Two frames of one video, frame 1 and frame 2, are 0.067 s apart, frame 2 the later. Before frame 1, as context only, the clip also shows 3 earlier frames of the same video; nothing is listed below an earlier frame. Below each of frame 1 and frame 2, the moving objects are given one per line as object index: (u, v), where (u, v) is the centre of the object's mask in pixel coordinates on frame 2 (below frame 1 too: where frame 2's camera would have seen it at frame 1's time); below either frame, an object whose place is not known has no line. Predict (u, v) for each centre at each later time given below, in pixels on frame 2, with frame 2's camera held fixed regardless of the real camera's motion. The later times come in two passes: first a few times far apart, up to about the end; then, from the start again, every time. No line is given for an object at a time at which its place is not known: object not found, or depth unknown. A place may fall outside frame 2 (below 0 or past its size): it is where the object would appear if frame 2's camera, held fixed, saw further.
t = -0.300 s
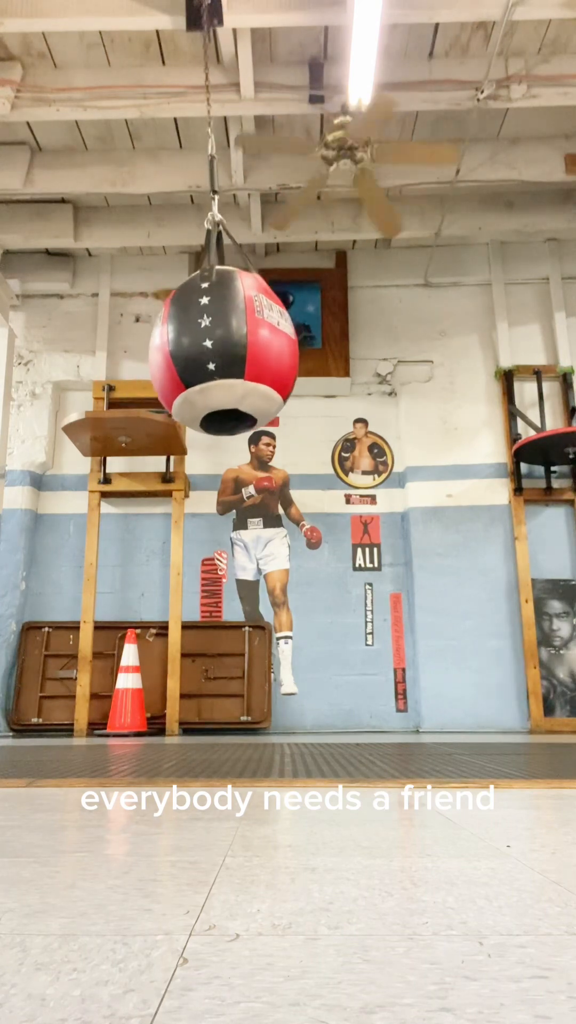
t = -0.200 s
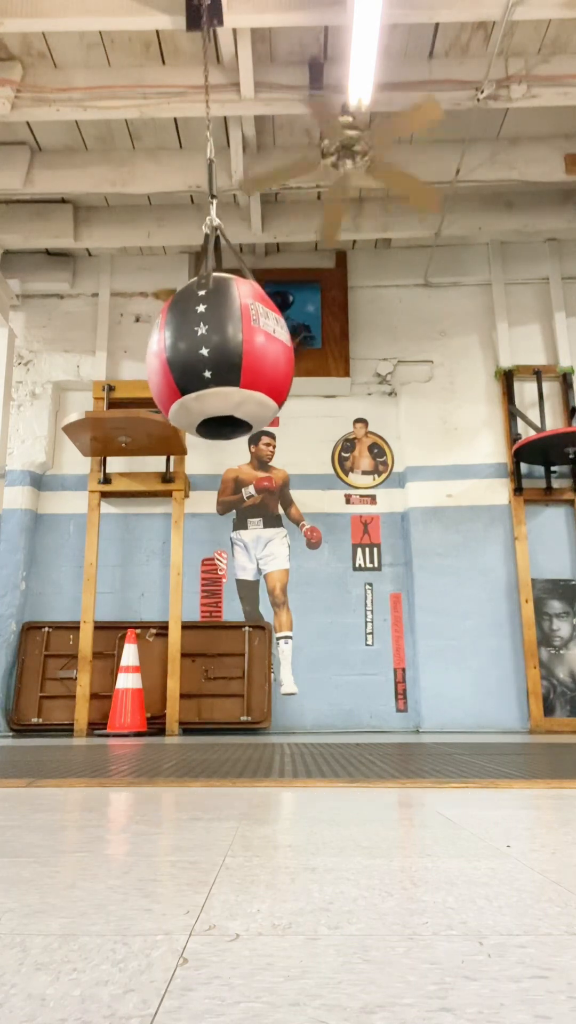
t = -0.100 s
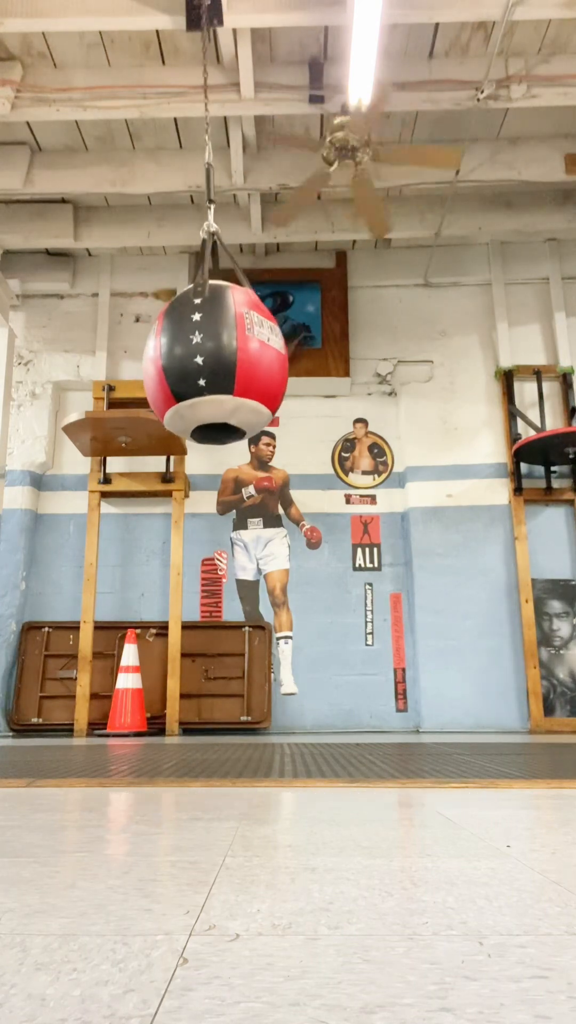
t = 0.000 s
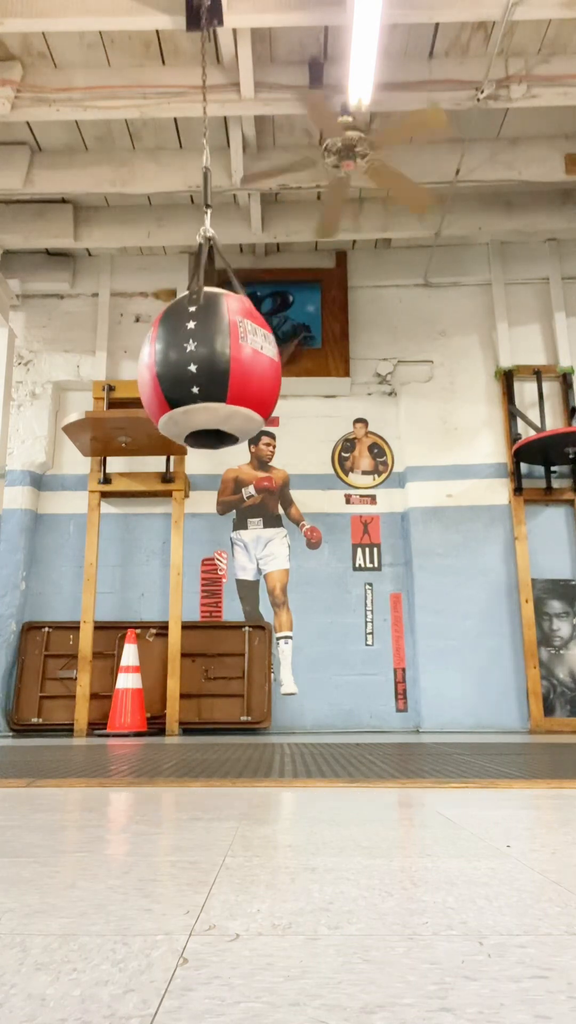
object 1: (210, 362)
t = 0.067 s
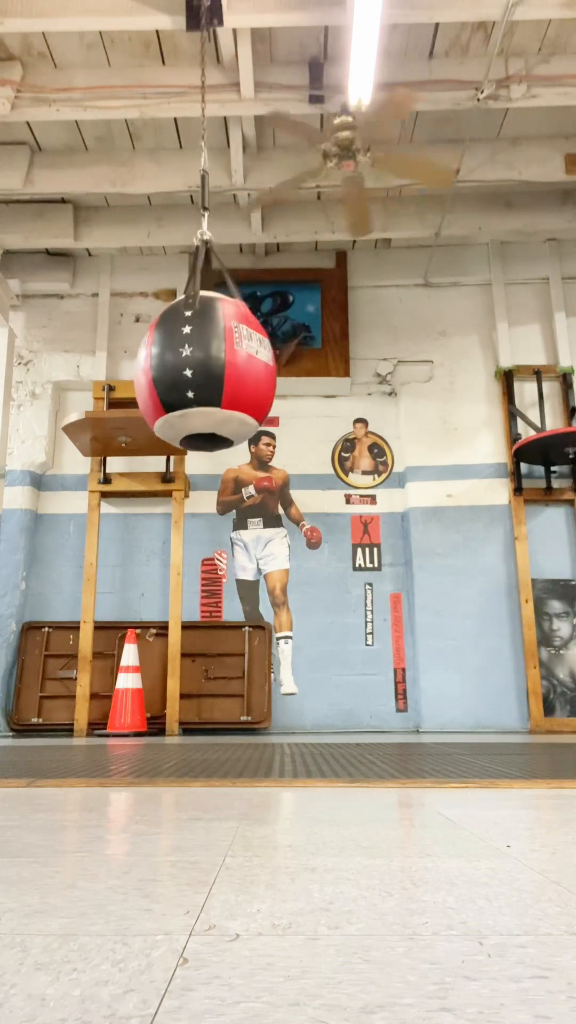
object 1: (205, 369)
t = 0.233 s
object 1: (194, 376)
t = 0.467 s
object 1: (181, 375)
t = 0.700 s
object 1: (170, 381)
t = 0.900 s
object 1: (166, 379)
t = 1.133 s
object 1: (169, 372)
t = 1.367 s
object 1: (179, 361)
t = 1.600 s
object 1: (194, 350)
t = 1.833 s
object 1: (211, 340)
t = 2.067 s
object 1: (223, 336)
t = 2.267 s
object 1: (226, 341)
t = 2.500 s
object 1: (221, 352)
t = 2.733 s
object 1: (210, 361)
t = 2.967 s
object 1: (195, 370)
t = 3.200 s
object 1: (180, 375)
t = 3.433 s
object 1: (170, 376)
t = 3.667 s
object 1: (166, 378)
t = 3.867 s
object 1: (169, 373)
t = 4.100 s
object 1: (180, 358)
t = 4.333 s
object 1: (194, 351)
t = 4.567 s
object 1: (211, 340)
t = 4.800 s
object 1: (223, 336)
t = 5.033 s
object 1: (226, 342)
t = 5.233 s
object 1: (221, 351)
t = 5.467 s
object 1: (209, 363)
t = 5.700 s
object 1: (194, 374)
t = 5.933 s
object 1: (180, 374)
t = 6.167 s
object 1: (170, 381)
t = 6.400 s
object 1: (166, 378)
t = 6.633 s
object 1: (170, 372)
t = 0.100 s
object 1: (203, 370)
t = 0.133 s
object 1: (201, 371)
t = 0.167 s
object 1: (199, 368)
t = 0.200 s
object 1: (197, 374)
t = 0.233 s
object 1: (194, 376)
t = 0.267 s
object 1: (193, 372)
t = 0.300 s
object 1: (191, 373)
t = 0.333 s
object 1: (188, 378)
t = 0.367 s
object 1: (186, 374)
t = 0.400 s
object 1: (184, 374)
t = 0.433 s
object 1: (183, 375)
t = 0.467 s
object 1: (181, 375)
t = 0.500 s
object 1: (179, 376)
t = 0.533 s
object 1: (177, 376)
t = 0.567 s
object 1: (175, 381)
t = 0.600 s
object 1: (173, 381)
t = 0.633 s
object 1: (172, 381)
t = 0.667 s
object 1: (171, 382)
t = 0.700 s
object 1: (170, 381)
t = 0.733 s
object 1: (169, 381)
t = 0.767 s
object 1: (168, 381)
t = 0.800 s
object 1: (167, 380)
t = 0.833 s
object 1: (168, 375)
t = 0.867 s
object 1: (166, 379)
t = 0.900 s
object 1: (166, 379)
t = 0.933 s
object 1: (166, 378)
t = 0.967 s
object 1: (166, 377)
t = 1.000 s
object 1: (166, 376)
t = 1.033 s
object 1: (167, 375)
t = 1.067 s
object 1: (167, 374)
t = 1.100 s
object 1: (168, 373)
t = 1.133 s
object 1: (169, 372)
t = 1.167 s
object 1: (170, 371)
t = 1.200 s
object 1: (171, 369)
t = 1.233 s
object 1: (172, 368)
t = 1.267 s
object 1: (174, 366)
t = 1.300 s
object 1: (175, 365)
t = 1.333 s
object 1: (177, 363)
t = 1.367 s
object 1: (179, 361)
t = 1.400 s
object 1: (181, 360)
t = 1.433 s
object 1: (183, 358)
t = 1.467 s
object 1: (185, 356)
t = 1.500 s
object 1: (188, 351)
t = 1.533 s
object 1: (189, 353)
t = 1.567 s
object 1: (192, 352)
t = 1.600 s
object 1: (194, 350)
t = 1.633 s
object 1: (197, 348)
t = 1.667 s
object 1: (199, 347)
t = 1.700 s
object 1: (201, 346)
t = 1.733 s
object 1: (204, 344)
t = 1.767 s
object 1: (206, 342)
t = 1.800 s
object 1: (208, 341)
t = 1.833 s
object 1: (211, 340)
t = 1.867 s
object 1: (213, 339)
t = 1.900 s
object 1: (215, 338)
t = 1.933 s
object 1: (217, 337)
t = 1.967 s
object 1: (218, 337)
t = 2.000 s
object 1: (220, 336)
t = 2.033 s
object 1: (221, 336)
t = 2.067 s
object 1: (223, 336)
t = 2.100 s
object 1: (224, 336)
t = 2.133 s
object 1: (224, 337)
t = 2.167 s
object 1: (225, 338)
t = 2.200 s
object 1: (225, 339)
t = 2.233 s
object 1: (226, 340)
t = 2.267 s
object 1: (226, 341)
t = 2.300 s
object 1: (226, 343)
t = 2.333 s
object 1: (226, 344)
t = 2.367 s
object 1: (225, 346)
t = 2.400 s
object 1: (224, 347)
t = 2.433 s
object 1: (224, 349)
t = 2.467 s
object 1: (223, 350)
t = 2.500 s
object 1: (221, 352)
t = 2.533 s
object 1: (220, 354)
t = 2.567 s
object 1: (219, 356)
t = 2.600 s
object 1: (217, 358)
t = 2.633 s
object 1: (215, 359)
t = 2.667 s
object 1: (214, 361)
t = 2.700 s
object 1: (212, 363)
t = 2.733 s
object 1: (210, 361)
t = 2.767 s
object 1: (207, 366)
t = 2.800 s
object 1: (205, 367)
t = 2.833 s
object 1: (203, 365)
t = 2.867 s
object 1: (201, 370)
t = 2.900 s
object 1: (199, 372)
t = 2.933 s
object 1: (196, 374)
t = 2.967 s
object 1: (195, 370)
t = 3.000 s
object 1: (192, 376)
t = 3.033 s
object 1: (190, 372)
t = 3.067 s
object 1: (188, 377)
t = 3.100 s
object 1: (186, 378)
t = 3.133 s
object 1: (184, 374)
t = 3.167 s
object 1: (182, 374)
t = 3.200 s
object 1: (180, 375)
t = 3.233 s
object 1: (178, 375)
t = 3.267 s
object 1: (177, 376)
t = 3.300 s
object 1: (175, 381)
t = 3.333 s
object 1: (174, 376)
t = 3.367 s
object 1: (173, 376)
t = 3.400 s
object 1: (171, 376)
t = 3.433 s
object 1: (170, 376)
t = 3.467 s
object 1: (169, 381)
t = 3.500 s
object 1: (168, 382)
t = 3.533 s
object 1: (167, 381)
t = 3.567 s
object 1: (167, 380)
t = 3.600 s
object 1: (166, 380)
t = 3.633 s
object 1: (166, 379)
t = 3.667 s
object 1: (166, 378)
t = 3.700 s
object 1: (166, 378)
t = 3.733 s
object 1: (166, 377)
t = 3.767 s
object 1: (167, 376)
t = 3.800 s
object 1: (167, 375)
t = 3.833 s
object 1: (168, 374)
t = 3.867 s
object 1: (169, 373)
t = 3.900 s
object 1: (170, 372)
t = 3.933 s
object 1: (172, 366)
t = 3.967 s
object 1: (172, 369)
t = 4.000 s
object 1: (174, 368)
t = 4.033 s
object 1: (175, 366)
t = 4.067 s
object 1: (178, 360)
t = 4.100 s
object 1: (180, 358)
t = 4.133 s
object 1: (181, 361)
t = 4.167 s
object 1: (183, 360)
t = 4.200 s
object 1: (185, 357)
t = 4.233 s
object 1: (187, 356)
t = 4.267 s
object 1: (190, 354)
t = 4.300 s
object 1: (192, 352)
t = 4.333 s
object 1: (194, 351)
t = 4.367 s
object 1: (197, 350)
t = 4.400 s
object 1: (199, 348)
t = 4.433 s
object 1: (201, 347)
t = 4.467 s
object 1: (204, 345)
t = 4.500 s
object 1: (206, 343)
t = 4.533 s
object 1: (209, 342)
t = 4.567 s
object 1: (211, 340)
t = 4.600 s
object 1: (213, 339)
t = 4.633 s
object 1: (215, 339)
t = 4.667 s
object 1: (217, 338)
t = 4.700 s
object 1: (218, 337)
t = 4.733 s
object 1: (220, 336)
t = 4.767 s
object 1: (221, 336)
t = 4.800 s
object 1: (223, 336)
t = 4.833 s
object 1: (224, 336)
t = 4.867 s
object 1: (224, 337)
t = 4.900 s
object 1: (225, 337)
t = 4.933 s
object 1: (226, 338)
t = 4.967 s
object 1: (226, 339)
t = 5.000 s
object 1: (226, 340)
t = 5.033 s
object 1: (226, 342)
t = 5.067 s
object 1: (226, 343)
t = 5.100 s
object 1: (225, 345)
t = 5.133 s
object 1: (224, 346)
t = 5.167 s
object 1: (223, 348)
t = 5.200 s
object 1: (223, 349)
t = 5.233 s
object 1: (221, 351)
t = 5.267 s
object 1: (220, 353)
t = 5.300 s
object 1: (219, 355)
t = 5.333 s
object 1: (217, 356)
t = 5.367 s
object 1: (215, 358)
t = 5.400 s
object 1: (213, 360)
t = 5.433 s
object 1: (211, 362)
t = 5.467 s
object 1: (209, 363)
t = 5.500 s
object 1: (207, 365)
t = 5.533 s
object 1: (205, 366)
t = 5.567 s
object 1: (203, 368)
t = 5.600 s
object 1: (201, 365)
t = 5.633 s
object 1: (198, 371)
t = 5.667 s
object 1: (196, 373)
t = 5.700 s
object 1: (194, 374)
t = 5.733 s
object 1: (192, 370)
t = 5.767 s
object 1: (190, 371)
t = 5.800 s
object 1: (188, 372)
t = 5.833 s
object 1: (186, 373)
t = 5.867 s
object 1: (184, 373)
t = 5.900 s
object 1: (182, 374)
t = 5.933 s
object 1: (180, 374)
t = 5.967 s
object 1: (178, 375)
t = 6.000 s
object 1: (176, 380)
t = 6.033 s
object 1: (174, 380)
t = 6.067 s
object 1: (173, 381)
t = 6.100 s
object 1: (173, 376)
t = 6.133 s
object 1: (171, 376)
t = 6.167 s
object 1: (170, 381)
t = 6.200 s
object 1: (169, 380)
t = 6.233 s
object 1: (168, 380)
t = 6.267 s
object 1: (167, 380)
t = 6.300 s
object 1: (167, 380)
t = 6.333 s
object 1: (166, 379)
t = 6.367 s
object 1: (166, 379)
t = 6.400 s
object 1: (166, 378)
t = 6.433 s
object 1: (166, 378)
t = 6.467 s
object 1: (167, 377)
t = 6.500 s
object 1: (167, 376)
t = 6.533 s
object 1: (167, 376)
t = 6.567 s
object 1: (168, 374)
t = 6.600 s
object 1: (169, 374)
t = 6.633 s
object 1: (170, 372)
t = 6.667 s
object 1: (171, 371)
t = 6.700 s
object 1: (173, 370)
